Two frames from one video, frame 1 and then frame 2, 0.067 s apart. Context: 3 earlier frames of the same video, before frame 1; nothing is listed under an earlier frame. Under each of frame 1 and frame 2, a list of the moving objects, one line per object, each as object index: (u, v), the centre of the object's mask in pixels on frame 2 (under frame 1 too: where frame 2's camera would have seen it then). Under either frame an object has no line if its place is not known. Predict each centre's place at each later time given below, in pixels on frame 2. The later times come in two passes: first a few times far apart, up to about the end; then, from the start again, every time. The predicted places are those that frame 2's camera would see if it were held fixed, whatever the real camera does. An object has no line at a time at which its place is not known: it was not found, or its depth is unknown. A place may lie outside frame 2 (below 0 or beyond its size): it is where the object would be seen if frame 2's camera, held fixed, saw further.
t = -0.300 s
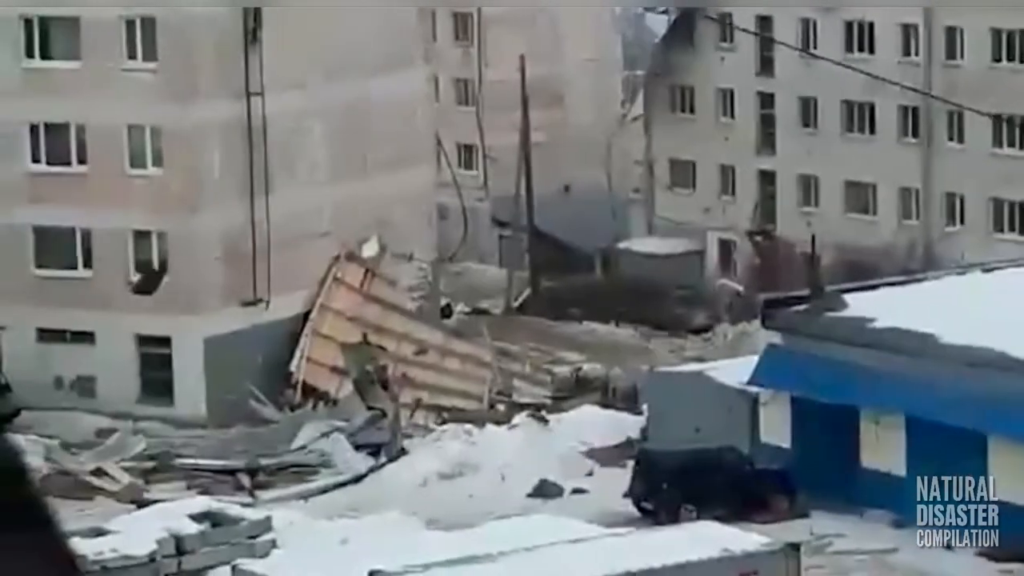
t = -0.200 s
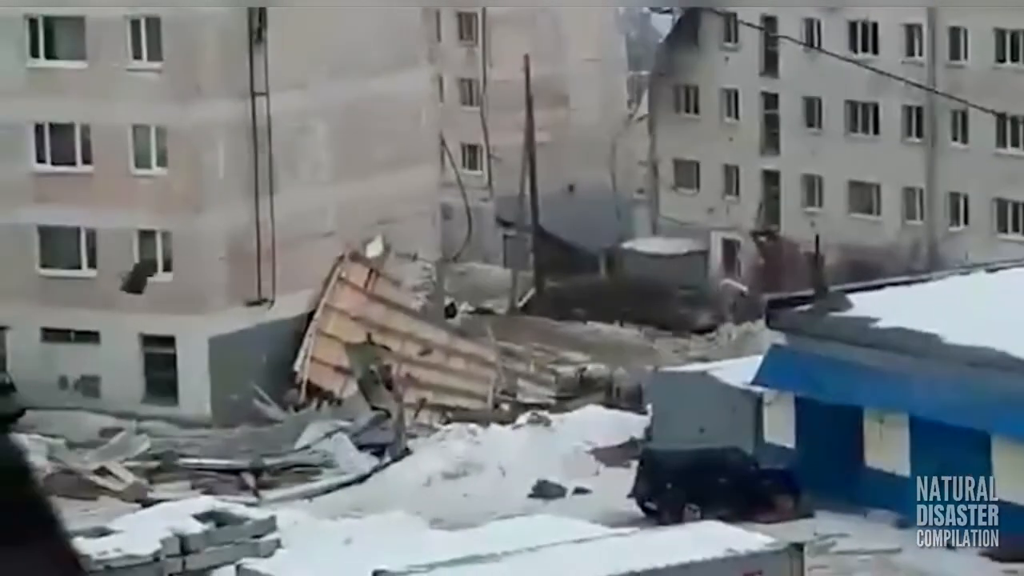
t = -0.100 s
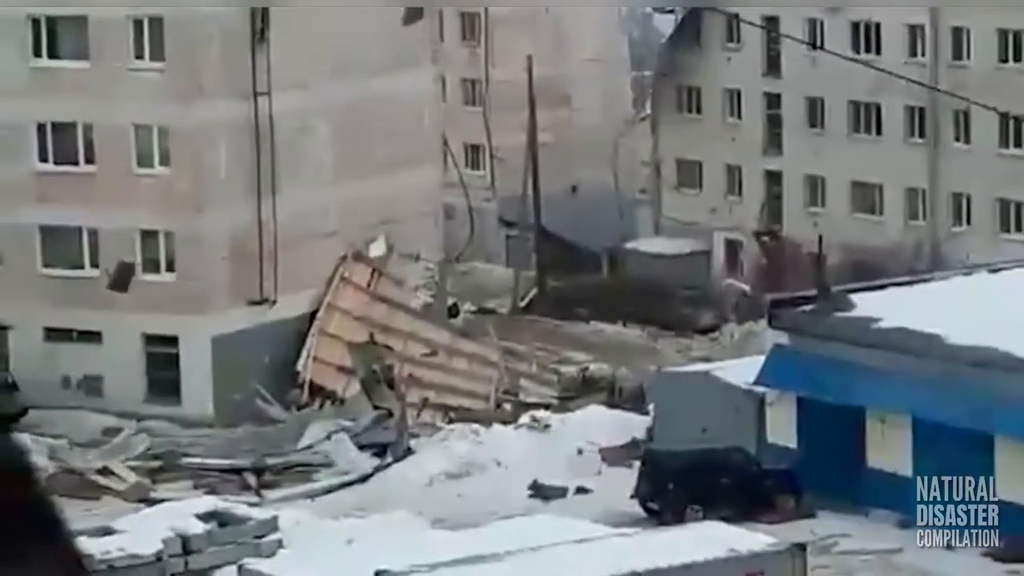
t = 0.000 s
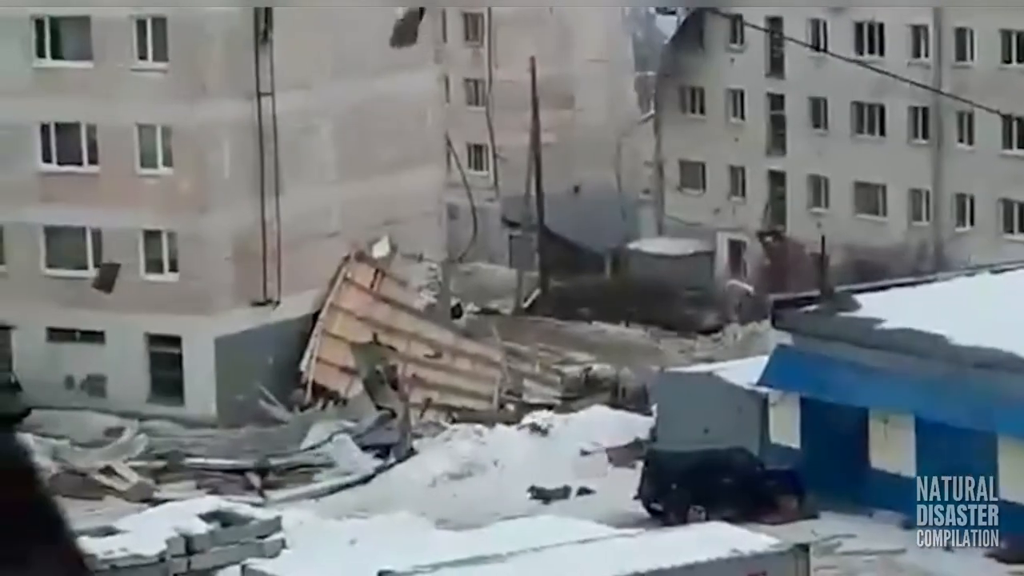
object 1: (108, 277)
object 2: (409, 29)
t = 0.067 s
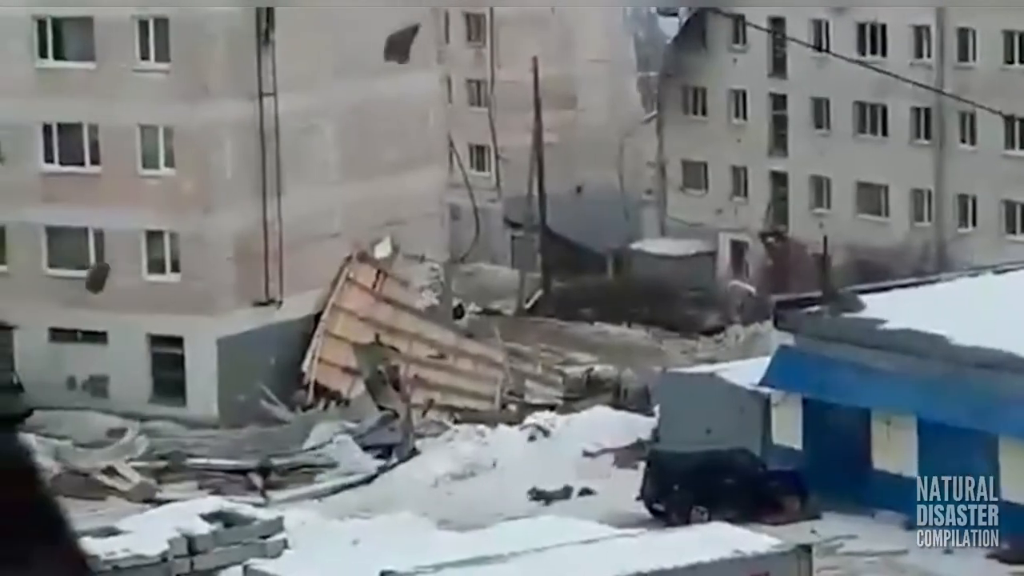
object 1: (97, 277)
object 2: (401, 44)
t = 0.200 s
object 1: (67, 280)
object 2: (384, 72)
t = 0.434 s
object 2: (367, 115)
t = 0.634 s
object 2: (363, 158)
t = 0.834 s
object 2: (375, 196)
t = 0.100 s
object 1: (90, 277)
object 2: (396, 51)
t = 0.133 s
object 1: (81, 280)
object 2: (393, 58)
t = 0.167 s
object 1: (75, 279)
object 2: (388, 66)
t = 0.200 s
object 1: (67, 280)
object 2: (384, 72)
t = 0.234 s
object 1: (60, 280)
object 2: (381, 77)
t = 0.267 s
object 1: (53, 281)
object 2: (378, 84)
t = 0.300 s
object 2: (375, 89)
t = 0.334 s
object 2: (373, 96)
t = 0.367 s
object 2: (371, 102)
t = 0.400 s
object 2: (369, 108)
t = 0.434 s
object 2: (367, 115)
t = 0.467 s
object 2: (366, 122)
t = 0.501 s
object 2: (365, 129)
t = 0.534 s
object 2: (364, 136)
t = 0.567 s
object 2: (364, 144)
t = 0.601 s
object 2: (364, 151)
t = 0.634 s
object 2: (363, 158)
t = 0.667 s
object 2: (364, 165)
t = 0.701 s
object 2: (366, 171)
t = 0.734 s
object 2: (367, 177)
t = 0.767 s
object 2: (370, 184)
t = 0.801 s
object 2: (372, 190)
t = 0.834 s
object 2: (375, 196)
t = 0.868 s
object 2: (376, 201)
